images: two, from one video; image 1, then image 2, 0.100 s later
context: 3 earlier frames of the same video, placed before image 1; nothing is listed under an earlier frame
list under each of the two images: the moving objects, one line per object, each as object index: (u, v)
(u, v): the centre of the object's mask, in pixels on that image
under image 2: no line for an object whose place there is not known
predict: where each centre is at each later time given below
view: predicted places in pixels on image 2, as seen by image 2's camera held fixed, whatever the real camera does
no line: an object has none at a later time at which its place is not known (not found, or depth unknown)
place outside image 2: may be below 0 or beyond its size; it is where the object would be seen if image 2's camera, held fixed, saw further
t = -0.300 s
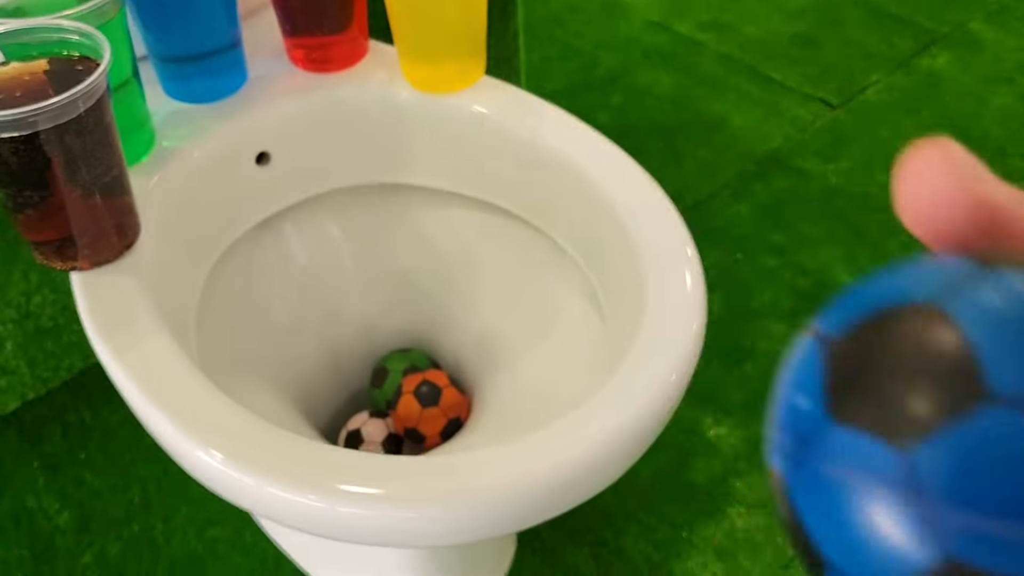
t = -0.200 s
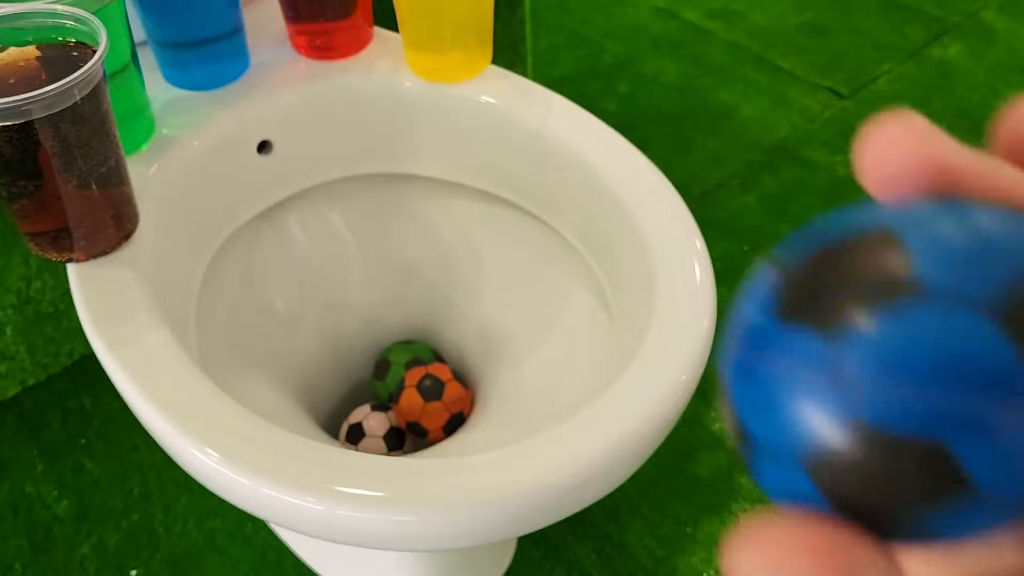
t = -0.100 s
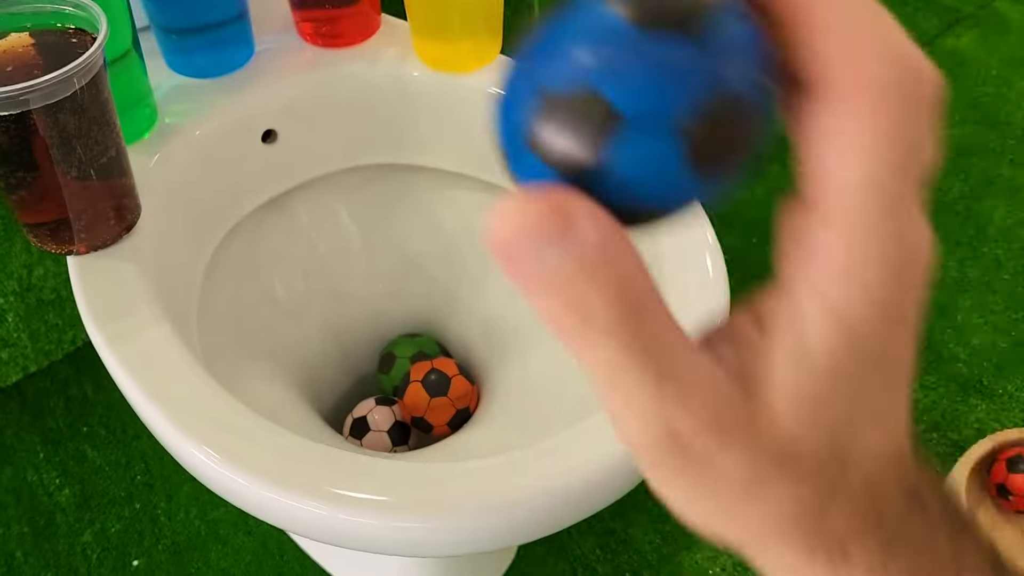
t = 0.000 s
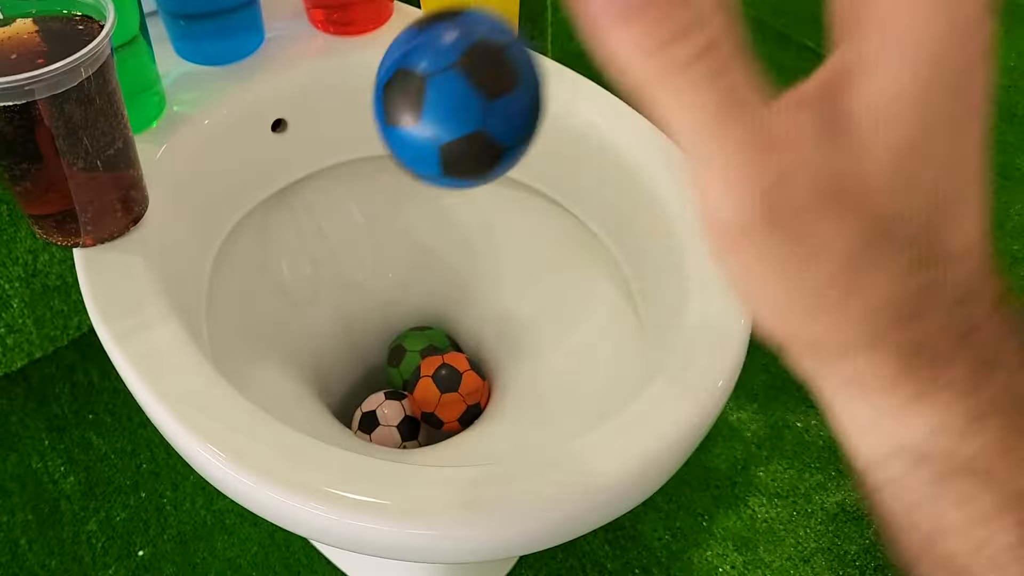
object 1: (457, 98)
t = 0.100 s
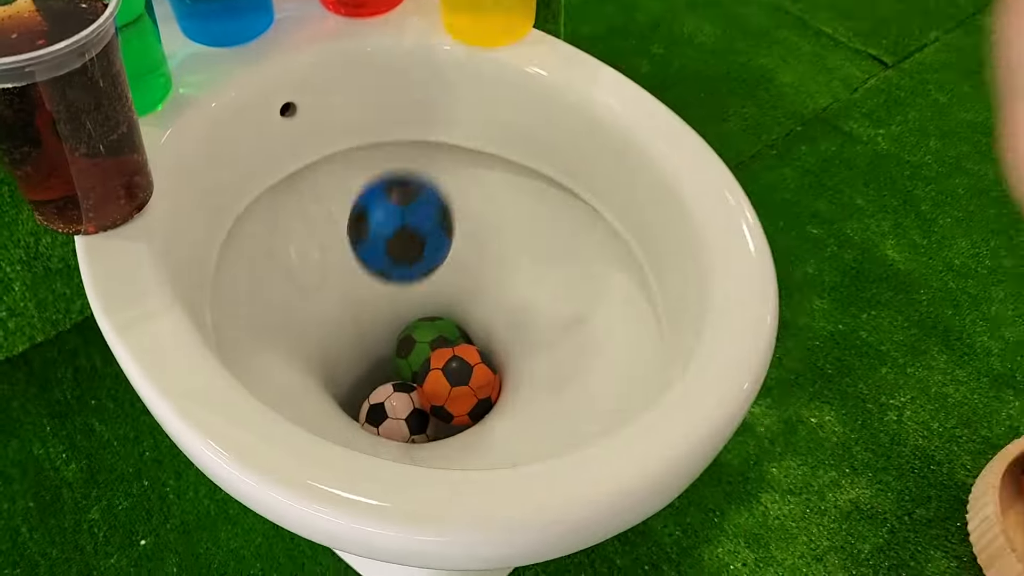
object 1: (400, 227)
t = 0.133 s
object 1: (390, 275)
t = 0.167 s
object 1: (377, 313)
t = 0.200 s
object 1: (351, 322)
